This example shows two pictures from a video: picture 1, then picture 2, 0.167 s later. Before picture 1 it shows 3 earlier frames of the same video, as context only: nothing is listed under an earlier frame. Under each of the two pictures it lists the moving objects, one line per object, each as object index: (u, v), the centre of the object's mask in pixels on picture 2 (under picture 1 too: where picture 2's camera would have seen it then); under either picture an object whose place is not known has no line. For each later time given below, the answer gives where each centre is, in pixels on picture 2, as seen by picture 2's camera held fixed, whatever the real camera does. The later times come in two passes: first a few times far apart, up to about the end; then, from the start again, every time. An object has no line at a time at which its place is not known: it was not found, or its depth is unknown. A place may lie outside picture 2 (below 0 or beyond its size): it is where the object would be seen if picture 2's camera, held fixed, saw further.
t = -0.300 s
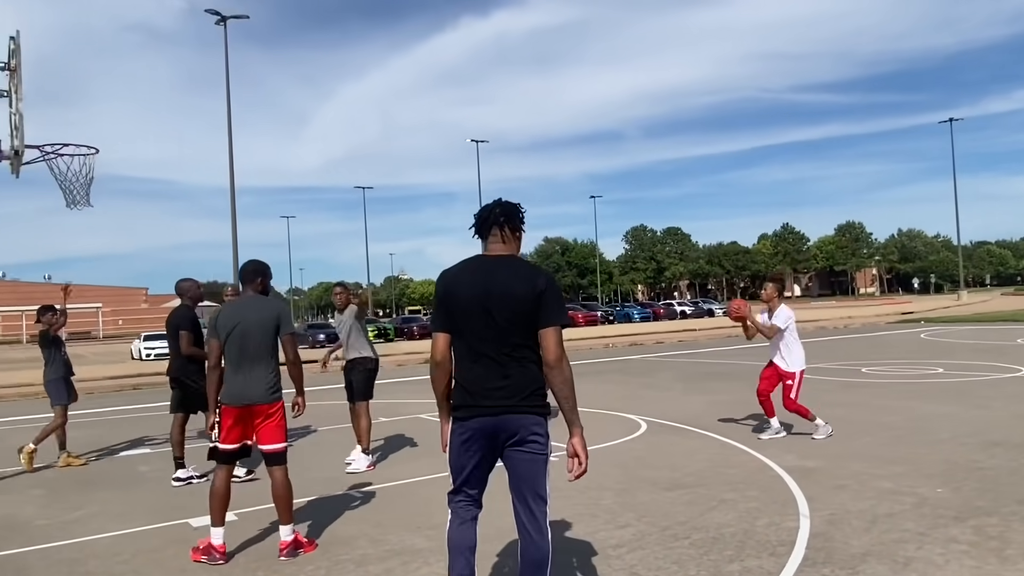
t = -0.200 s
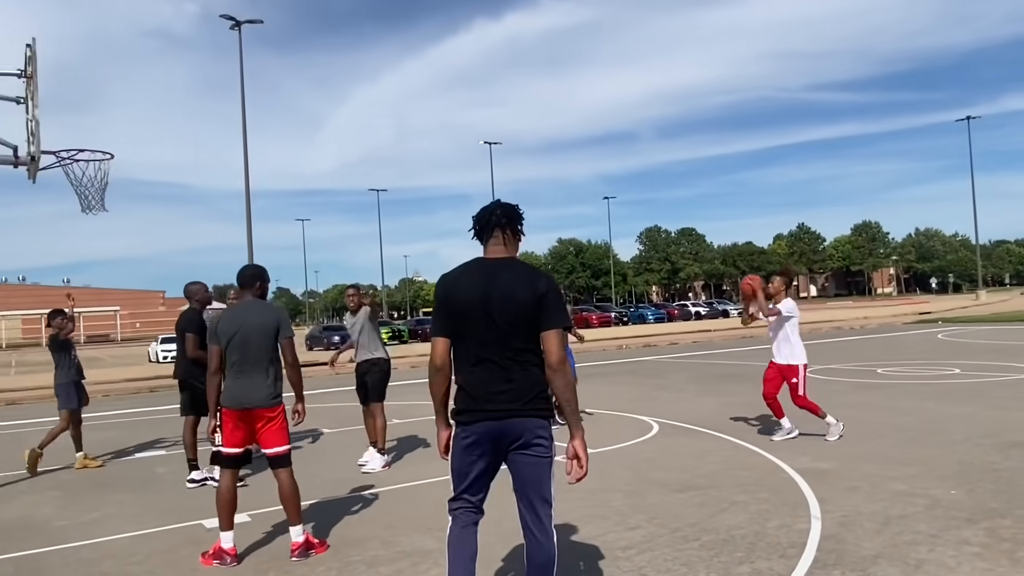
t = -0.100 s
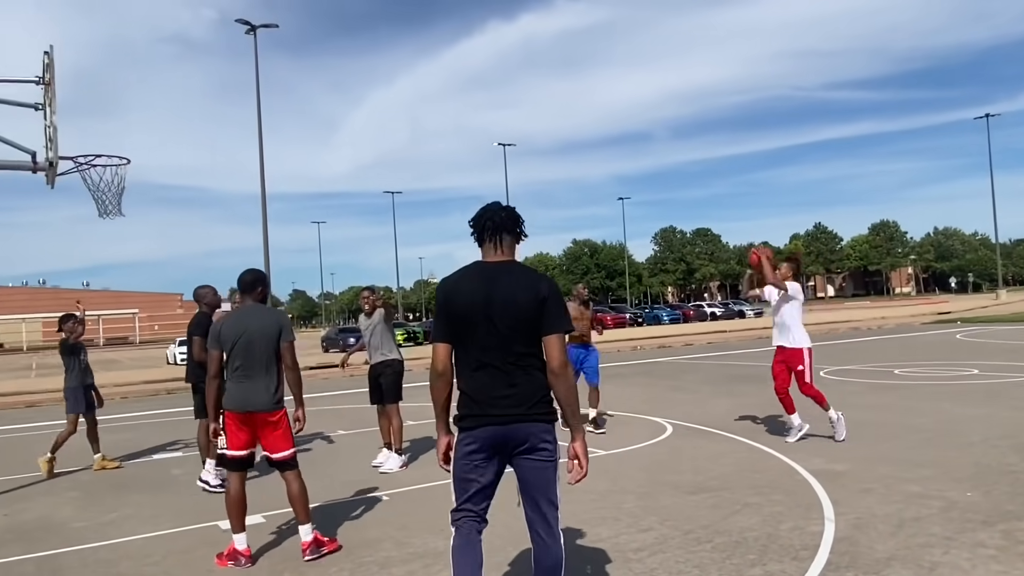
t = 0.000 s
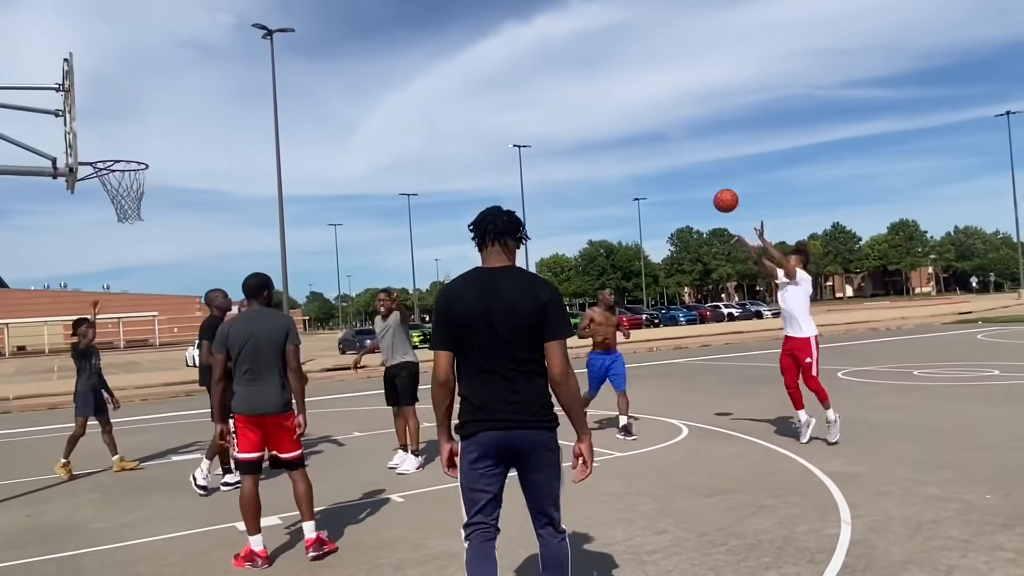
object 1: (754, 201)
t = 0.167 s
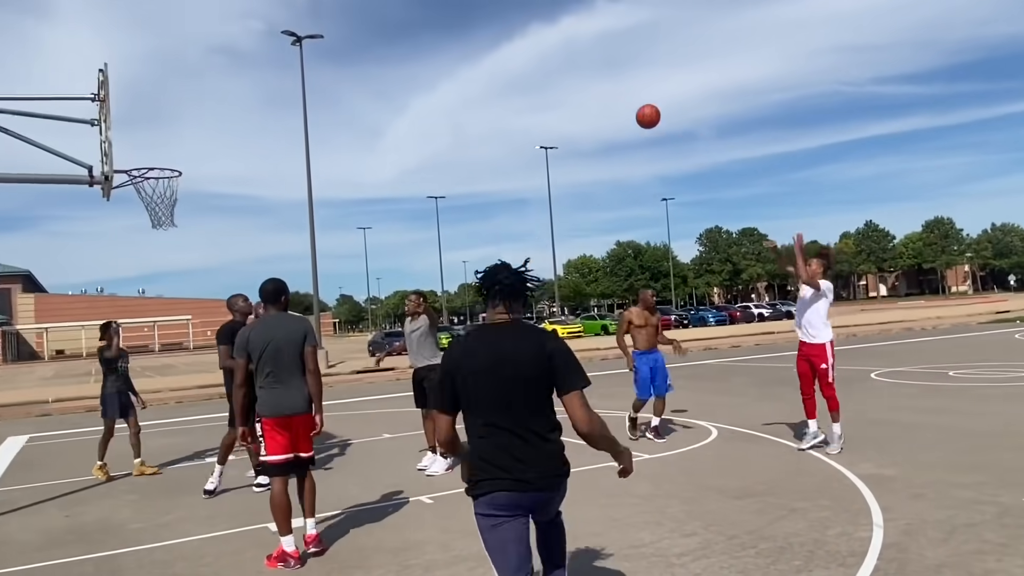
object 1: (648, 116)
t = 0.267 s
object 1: (586, 80)
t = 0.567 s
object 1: (408, 32)
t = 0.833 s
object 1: (257, 65)
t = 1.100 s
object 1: (129, 165)
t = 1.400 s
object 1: (170, 180)
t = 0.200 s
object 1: (627, 103)
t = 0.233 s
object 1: (607, 91)
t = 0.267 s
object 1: (586, 80)
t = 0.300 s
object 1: (566, 70)
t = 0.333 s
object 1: (546, 62)
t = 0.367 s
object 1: (526, 54)
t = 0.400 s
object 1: (506, 47)
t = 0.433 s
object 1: (486, 42)
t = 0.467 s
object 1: (467, 38)
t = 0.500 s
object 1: (447, 35)
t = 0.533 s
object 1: (428, 33)
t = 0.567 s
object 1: (408, 32)
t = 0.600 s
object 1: (389, 32)
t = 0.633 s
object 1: (370, 34)
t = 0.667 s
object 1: (351, 37)
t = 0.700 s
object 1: (333, 40)
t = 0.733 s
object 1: (314, 45)
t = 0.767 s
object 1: (296, 51)
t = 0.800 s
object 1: (277, 58)
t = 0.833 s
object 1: (257, 65)
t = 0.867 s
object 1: (238, 74)
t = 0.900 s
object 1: (220, 84)
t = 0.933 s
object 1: (201, 95)
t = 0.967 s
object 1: (183, 107)
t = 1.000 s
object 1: (165, 121)
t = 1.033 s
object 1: (147, 136)
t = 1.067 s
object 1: (129, 152)
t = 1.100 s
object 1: (129, 165)
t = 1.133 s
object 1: (138, 170)
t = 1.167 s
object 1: (142, 167)
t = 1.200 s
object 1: (146, 166)
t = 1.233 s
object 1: (150, 166)
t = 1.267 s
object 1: (153, 167)
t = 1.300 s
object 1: (157, 168)
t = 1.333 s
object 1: (162, 171)
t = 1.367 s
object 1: (165, 175)
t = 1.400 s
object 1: (170, 180)
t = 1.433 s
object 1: (175, 184)
